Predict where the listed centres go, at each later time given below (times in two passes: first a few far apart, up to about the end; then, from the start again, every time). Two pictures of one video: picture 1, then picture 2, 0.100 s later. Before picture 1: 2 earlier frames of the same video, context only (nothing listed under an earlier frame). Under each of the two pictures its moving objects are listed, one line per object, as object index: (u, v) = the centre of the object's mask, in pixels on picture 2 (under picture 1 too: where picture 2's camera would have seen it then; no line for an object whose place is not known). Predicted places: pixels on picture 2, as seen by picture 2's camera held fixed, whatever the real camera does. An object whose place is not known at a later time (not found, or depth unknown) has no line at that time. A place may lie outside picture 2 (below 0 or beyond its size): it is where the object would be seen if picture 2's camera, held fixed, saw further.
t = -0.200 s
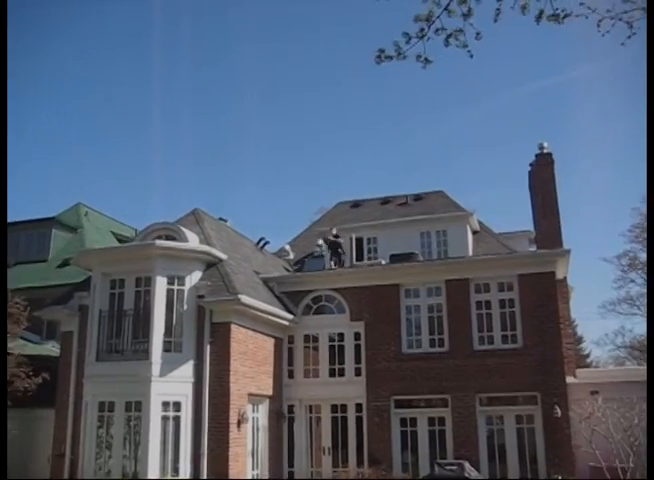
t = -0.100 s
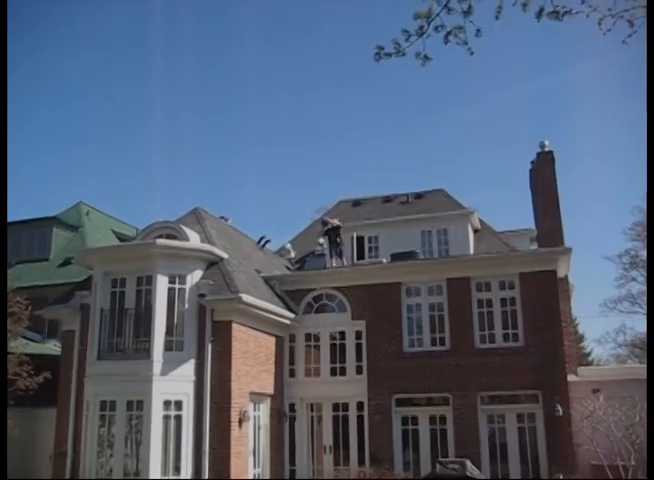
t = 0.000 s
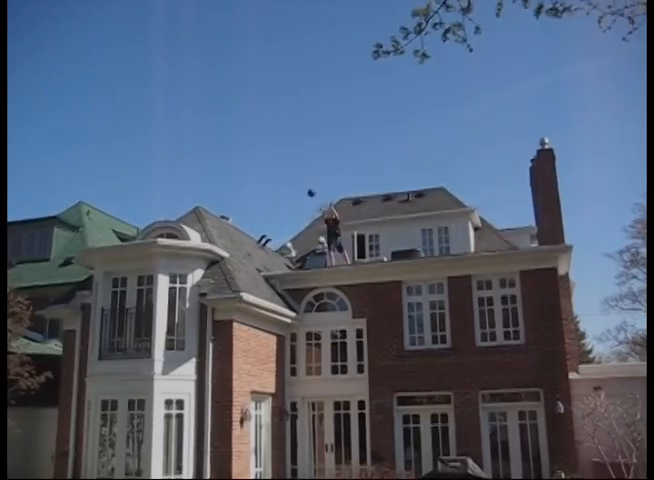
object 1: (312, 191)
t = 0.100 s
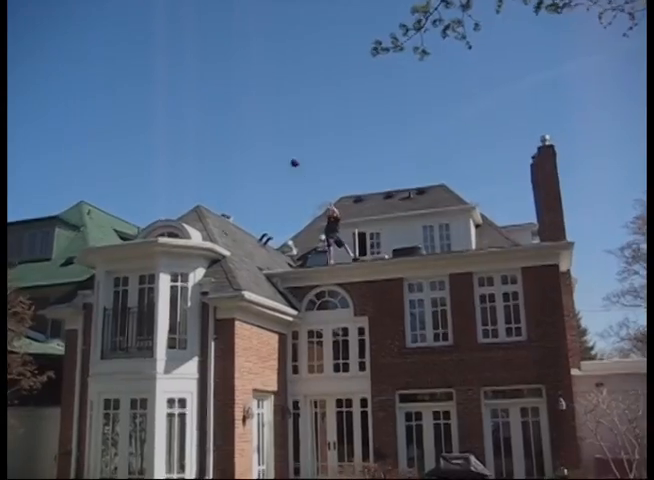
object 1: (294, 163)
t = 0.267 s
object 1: (262, 119)
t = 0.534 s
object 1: (200, 60)
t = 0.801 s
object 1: (117, 9)
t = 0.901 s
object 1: (80, -1)
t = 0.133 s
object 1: (288, 154)
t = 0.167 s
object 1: (282, 145)
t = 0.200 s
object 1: (275, 137)
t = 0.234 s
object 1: (269, 128)
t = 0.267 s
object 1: (262, 119)
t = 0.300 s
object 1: (255, 111)
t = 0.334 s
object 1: (247, 104)
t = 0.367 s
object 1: (241, 96)
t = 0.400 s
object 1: (233, 89)
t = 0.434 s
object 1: (225, 82)
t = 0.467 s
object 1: (217, 74)
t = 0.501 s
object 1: (208, 68)
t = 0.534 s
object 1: (200, 60)
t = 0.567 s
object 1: (191, 54)
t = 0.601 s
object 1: (182, 48)
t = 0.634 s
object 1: (172, 42)
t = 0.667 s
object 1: (161, 34)
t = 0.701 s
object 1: (151, 29)
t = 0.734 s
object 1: (139, 21)
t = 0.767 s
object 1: (128, 16)
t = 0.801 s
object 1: (117, 9)
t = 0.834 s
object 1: (105, 7)
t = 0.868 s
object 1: (94, 3)
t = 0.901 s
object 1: (80, -1)
